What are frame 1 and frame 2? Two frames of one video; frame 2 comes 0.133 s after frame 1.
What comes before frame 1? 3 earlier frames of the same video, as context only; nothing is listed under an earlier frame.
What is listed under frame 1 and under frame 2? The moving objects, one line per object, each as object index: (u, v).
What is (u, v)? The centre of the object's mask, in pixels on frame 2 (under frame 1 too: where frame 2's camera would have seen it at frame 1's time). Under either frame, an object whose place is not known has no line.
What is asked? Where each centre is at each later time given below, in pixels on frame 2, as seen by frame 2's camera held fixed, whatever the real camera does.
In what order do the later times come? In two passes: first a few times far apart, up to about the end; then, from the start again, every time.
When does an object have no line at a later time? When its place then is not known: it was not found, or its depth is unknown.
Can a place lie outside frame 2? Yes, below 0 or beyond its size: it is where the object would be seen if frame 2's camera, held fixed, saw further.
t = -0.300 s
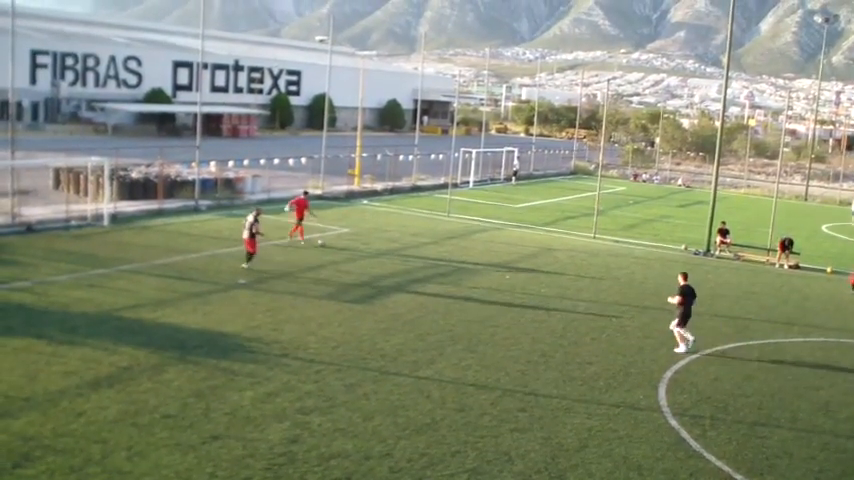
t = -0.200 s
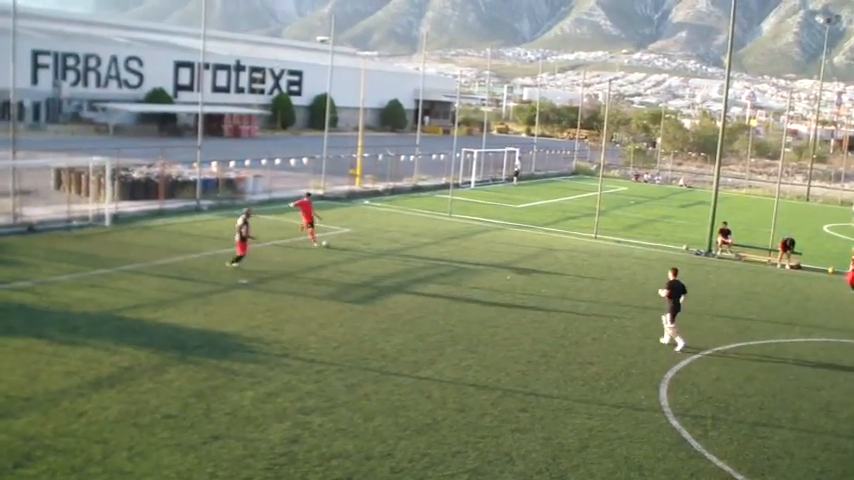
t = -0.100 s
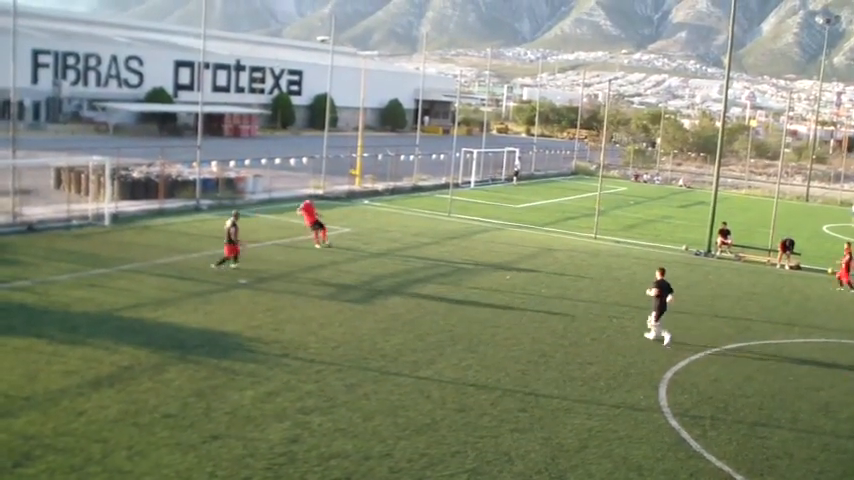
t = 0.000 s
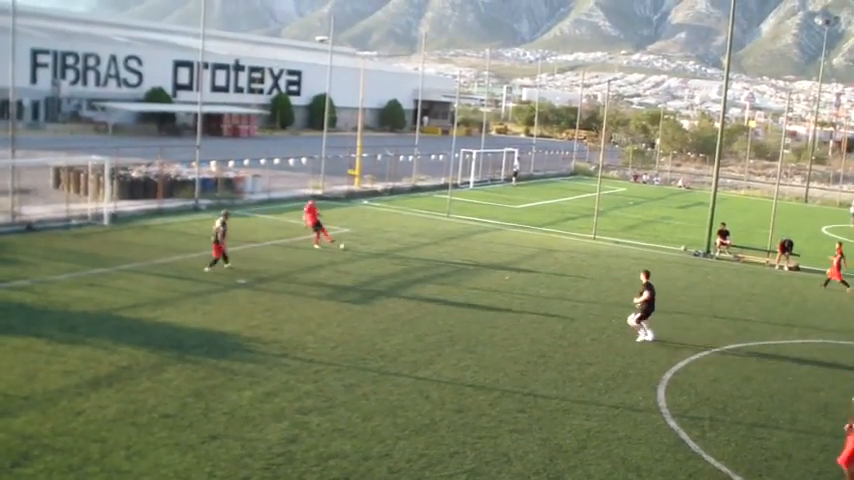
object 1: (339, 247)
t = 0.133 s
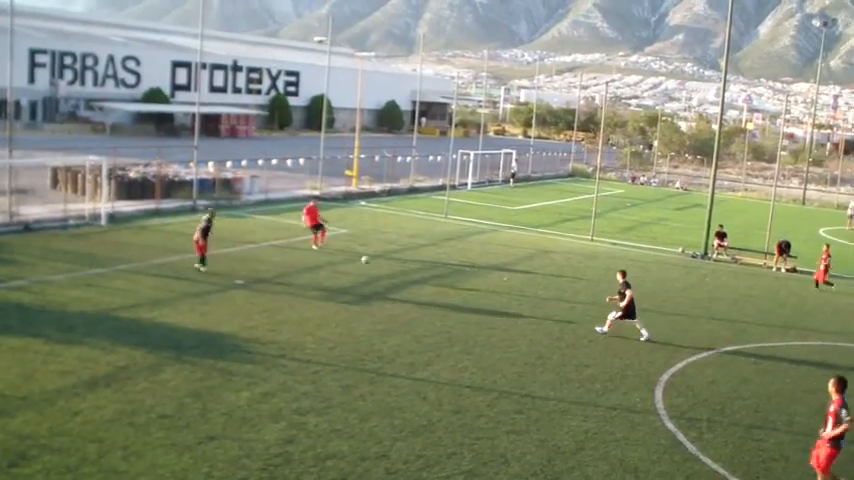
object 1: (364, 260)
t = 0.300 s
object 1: (395, 290)
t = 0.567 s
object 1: (440, 338)
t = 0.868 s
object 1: (497, 428)
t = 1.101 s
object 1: (540, 476)
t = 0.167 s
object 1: (371, 264)
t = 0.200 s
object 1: (376, 269)
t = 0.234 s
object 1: (382, 276)
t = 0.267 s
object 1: (389, 282)
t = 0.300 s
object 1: (395, 290)
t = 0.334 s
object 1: (400, 299)
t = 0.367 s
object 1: (407, 309)
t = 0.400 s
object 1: (413, 319)
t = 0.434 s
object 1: (419, 326)
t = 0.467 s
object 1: (425, 328)
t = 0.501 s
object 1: (430, 331)
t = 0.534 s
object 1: (435, 334)
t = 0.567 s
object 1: (440, 338)
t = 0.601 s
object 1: (446, 344)
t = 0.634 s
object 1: (451, 350)
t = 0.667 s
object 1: (458, 357)
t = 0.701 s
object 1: (462, 365)
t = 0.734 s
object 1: (471, 376)
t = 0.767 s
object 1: (476, 387)
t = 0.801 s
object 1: (483, 400)
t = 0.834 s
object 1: (489, 413)
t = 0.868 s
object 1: (497, 428)
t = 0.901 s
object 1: (502, 432)
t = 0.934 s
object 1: (509, 436)
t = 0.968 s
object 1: (515, 441)
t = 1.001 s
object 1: (520, 448)
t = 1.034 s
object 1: (527, 455)
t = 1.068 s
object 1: (533, 464)
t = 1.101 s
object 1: (540, 476)
